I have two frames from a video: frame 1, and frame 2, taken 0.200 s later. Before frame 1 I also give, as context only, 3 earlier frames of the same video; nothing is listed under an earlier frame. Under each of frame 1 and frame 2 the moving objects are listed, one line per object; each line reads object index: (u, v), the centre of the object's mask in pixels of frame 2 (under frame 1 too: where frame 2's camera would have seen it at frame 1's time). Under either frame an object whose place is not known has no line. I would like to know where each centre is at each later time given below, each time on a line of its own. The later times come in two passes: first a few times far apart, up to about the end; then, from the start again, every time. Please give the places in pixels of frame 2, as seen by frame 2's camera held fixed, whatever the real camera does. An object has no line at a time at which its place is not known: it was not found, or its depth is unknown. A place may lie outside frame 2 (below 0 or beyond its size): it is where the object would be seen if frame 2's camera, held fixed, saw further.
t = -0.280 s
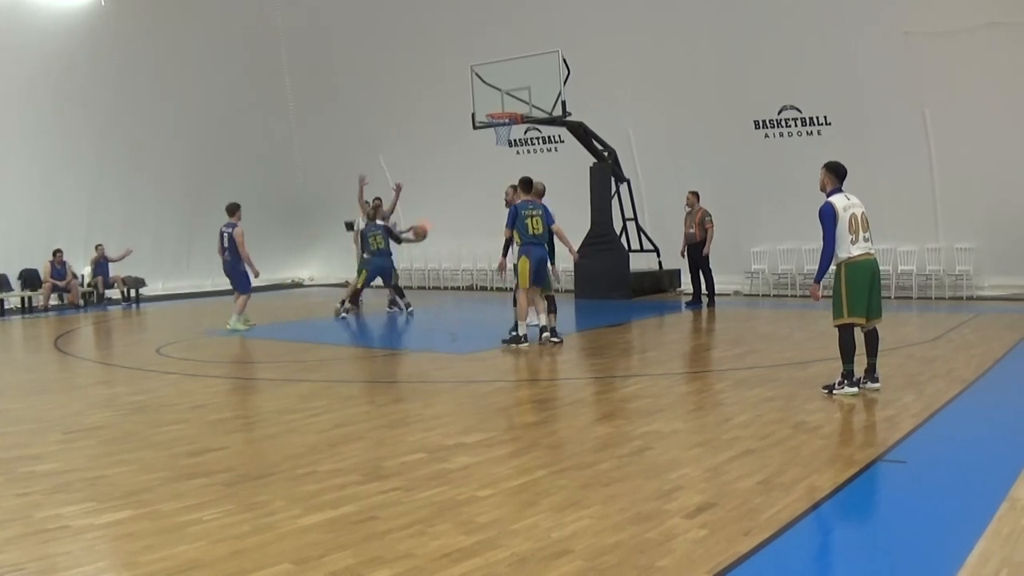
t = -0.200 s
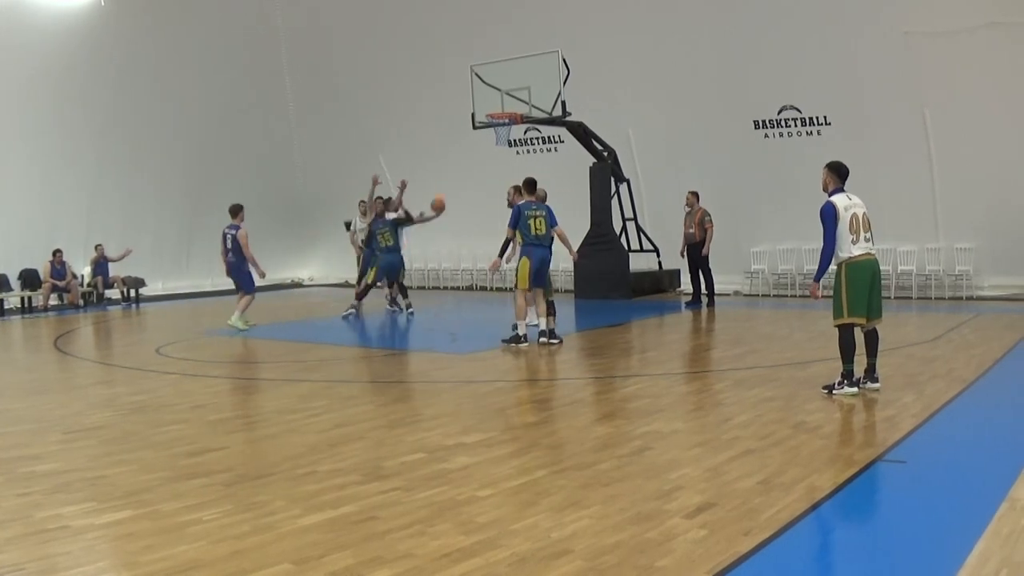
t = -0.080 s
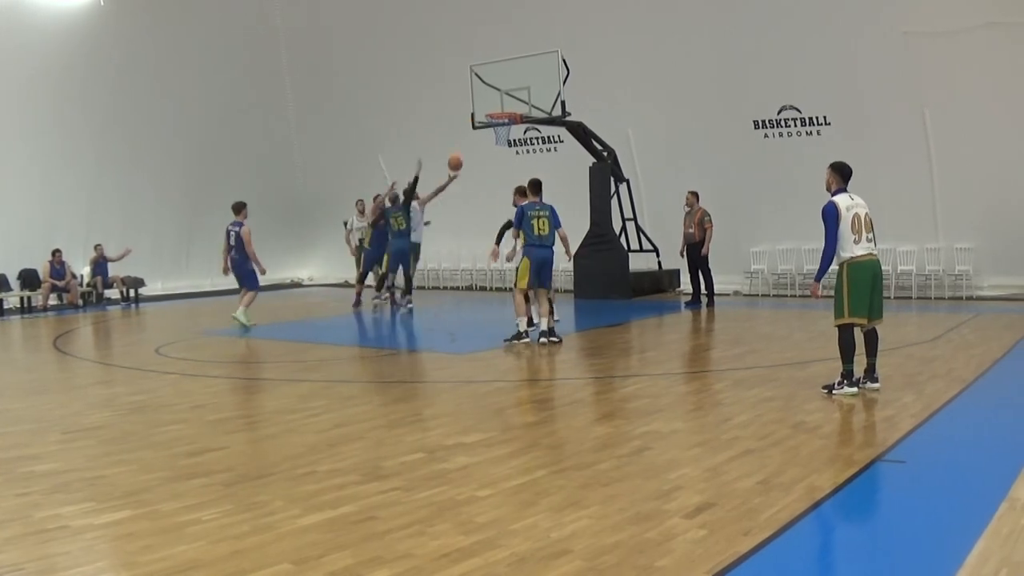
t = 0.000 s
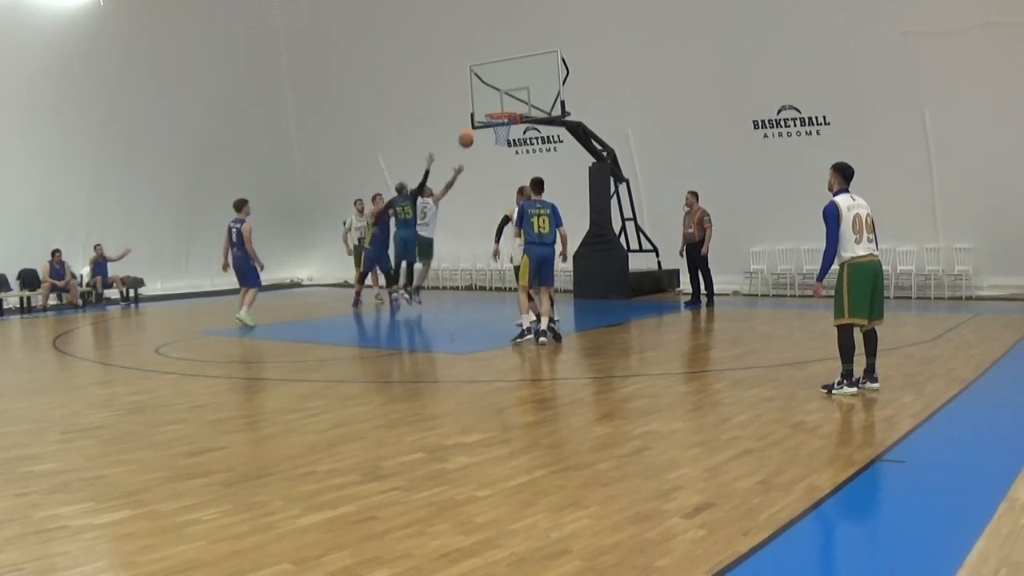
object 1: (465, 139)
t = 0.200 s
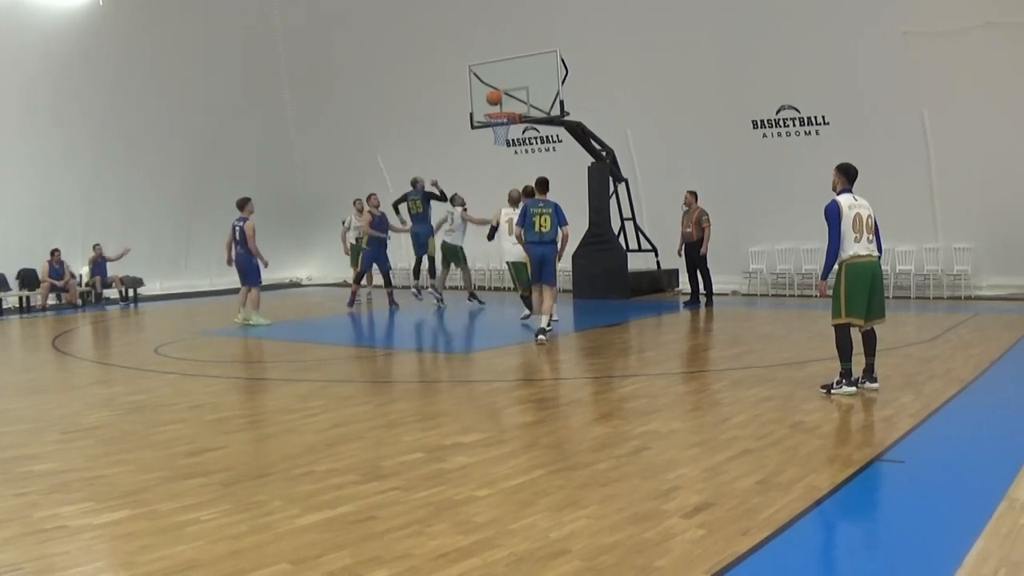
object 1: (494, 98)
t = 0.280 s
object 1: (496, 90)
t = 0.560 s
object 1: (501, 98)
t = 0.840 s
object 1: (499, 98)
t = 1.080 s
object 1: (498, 127)
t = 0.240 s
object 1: (496, 93)
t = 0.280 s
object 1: (496, 90)
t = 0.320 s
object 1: (496, 88)
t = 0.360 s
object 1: (497, 87)
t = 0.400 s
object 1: (498, 88)
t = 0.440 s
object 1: (499, 88)
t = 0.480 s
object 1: (500, 90)
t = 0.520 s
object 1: (500, 94)
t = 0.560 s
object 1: (501, 98)
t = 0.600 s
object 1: (502, 102)
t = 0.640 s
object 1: (502, 103)
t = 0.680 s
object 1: (502, 100)
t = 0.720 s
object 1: (501, 98)
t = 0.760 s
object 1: (500, 98)
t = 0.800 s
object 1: (500, 98)
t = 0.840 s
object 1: (499, 98)
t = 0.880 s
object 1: (499, 100)
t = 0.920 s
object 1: (499, 104)
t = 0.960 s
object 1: (498, 109)
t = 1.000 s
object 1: (498, 113)
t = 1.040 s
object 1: (500, 118)
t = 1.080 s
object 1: (498, 127)
